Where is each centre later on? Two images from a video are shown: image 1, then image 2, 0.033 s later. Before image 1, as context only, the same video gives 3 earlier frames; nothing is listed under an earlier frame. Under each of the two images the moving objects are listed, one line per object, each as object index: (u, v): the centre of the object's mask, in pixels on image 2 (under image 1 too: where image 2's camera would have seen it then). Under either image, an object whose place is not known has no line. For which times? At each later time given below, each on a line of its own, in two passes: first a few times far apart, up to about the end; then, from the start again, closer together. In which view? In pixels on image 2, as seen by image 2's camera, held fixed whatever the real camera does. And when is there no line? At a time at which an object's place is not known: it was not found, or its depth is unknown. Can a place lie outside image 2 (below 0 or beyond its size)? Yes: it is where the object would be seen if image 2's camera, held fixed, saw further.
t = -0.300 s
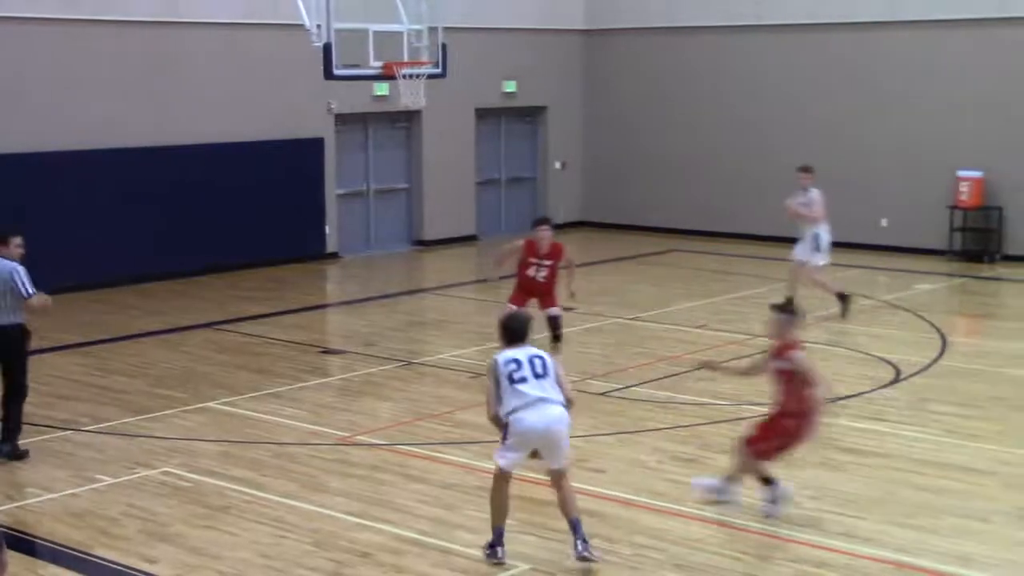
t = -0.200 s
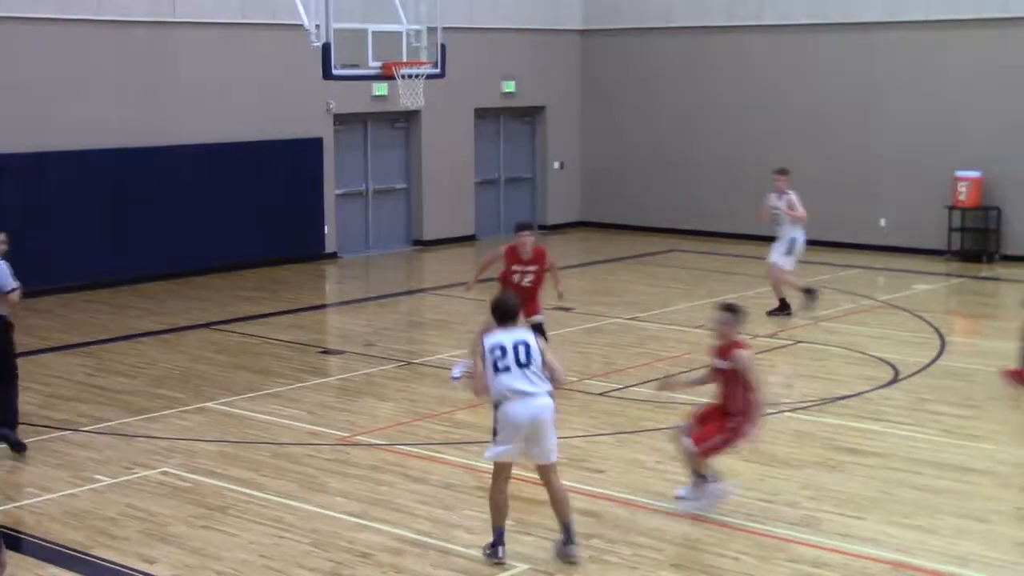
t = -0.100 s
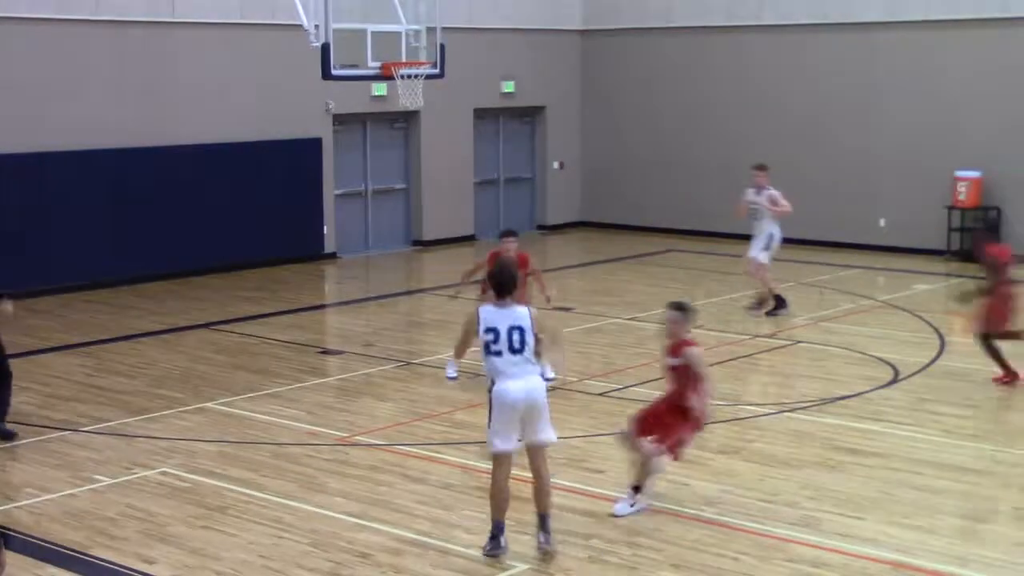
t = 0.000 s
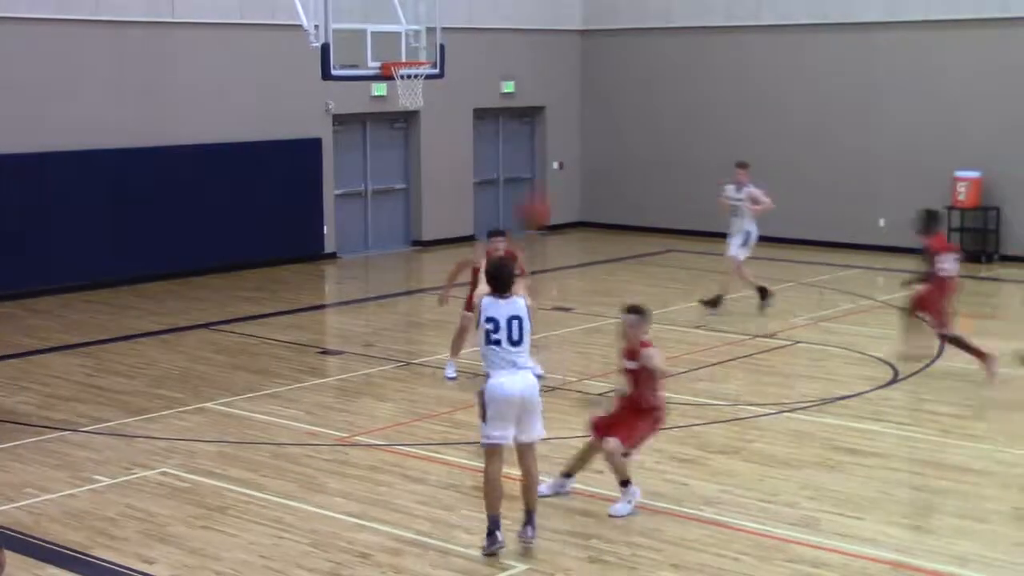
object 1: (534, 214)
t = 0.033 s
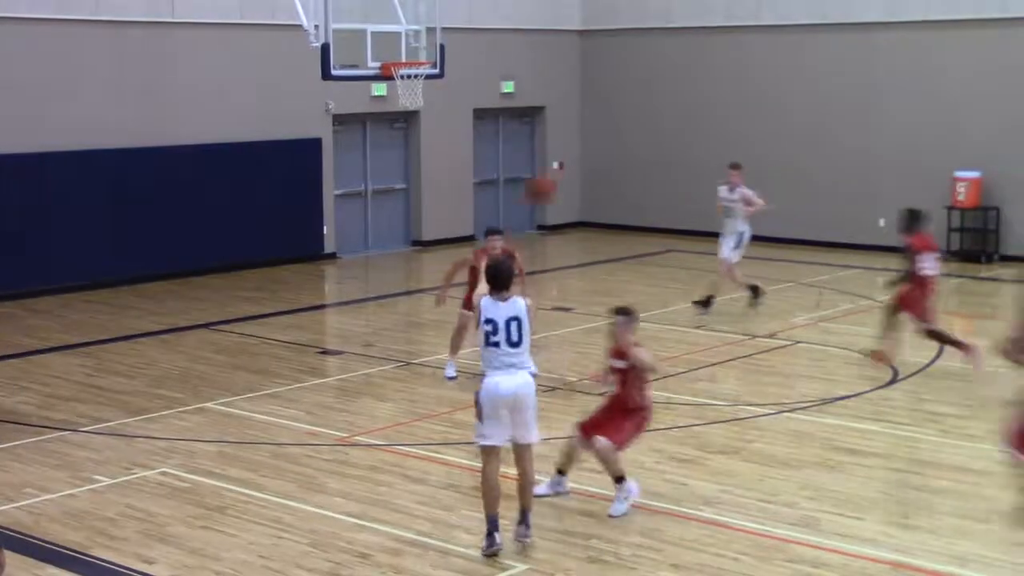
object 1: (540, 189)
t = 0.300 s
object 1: (583, 68)
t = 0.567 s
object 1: (613, 51)
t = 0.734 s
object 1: (629, 74)
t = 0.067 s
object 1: (551, 166)
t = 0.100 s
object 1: (554, 145)
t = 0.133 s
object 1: (560, 128)
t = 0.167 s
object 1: (564, 113)
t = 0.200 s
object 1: (569, 100)
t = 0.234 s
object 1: (575, 89)
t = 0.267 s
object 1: (579, 77)
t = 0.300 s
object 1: (583, 68)
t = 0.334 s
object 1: (589, 61)
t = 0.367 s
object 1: (593, 59)
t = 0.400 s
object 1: (596, 57)
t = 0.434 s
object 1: (600, 50)
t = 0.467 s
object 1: (603, 49)
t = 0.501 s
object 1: (607, 49)
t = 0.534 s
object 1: (610, 49)
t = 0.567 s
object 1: (613, 51)
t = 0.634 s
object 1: (621, 58)
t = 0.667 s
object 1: (624, 63)
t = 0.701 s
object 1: (627, 68)
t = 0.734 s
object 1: (629, 74)
